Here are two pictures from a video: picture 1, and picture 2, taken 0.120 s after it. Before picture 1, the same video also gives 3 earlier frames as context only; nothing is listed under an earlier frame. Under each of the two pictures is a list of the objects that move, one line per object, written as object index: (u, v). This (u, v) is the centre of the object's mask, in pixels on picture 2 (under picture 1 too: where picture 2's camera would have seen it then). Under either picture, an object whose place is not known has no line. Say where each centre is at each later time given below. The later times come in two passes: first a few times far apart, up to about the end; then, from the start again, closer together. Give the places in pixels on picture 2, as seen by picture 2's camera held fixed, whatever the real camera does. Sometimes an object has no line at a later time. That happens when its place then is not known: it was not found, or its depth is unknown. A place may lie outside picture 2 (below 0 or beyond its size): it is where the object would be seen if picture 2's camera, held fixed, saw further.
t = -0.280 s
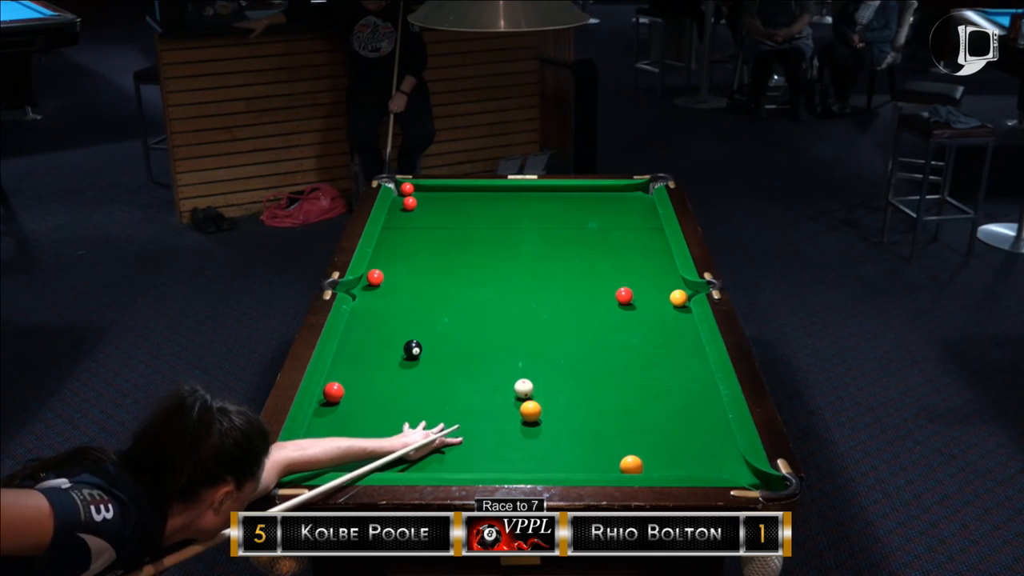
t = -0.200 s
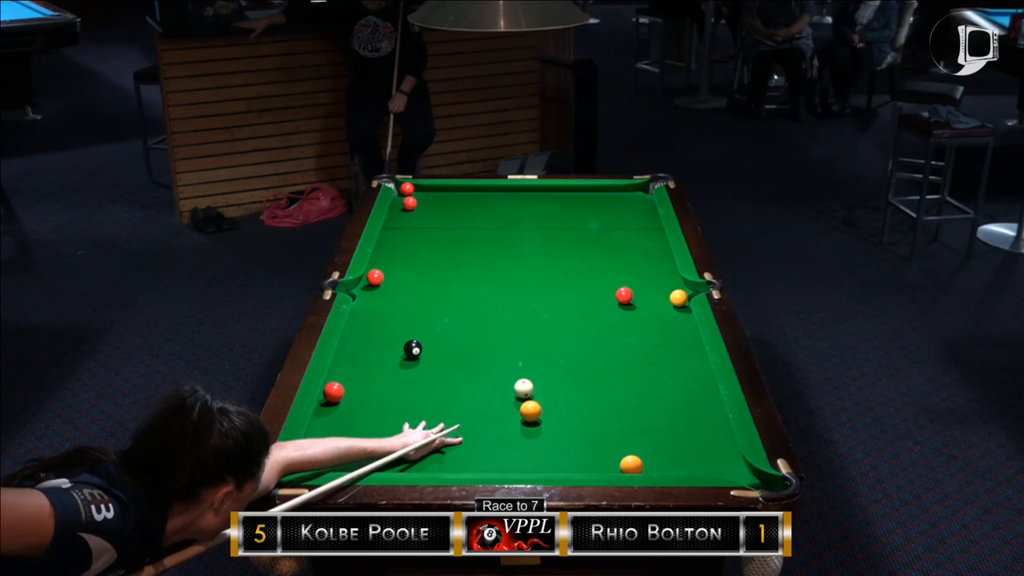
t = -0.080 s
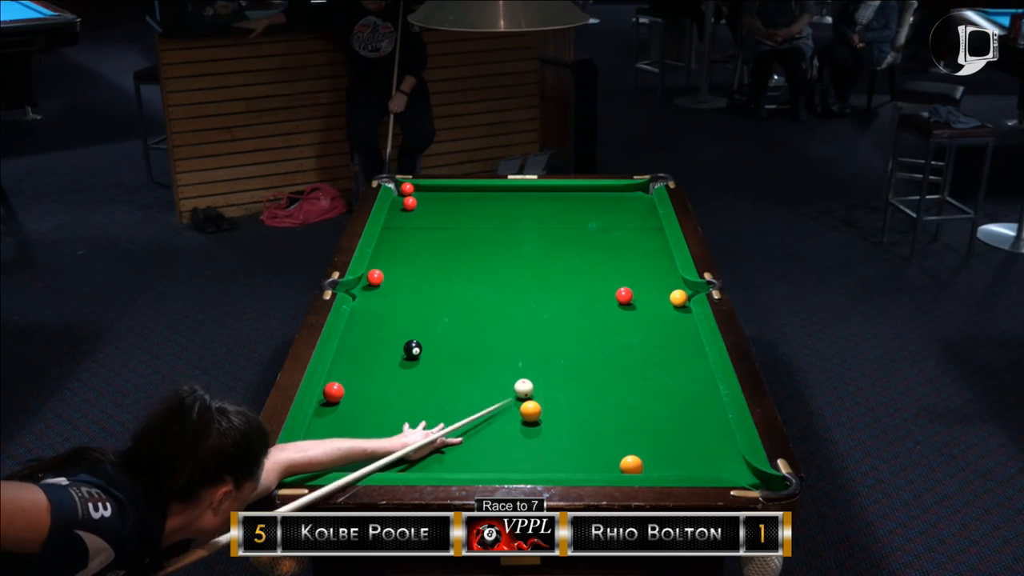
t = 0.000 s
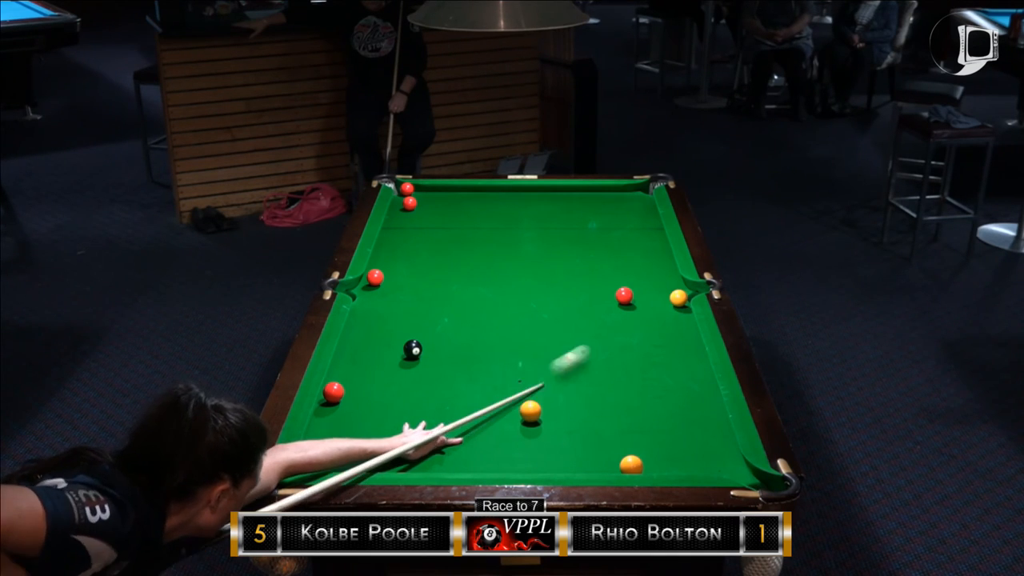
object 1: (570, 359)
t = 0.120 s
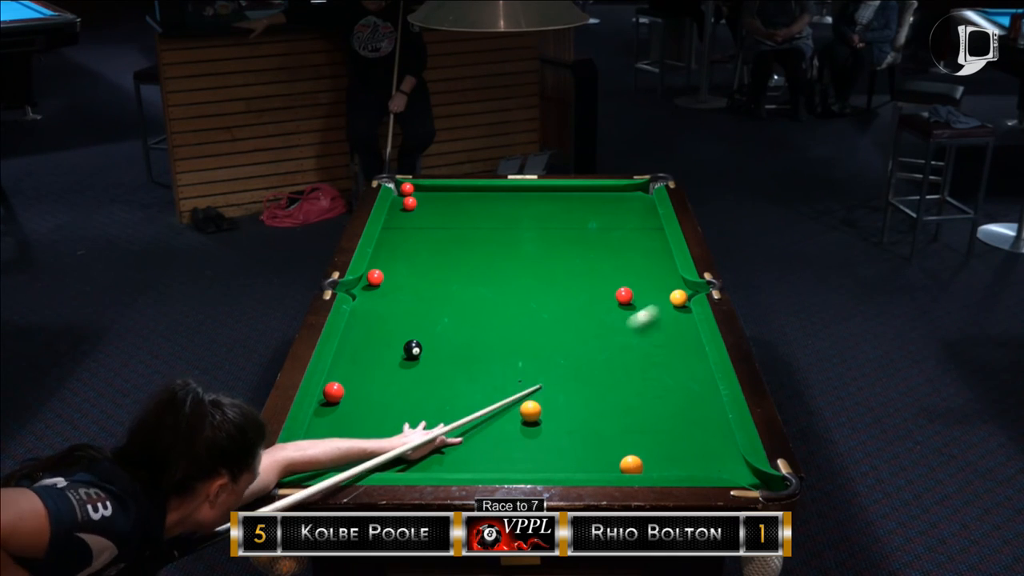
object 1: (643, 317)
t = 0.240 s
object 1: (662, 304)
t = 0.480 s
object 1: (638, 310)
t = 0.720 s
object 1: (616, 316)
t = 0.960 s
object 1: (595, 322)
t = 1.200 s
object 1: (576, 327)
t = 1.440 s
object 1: (558, 332)
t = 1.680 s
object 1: (541, 337)
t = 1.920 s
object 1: (526, 341)
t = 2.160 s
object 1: (513, 344)
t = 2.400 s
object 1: (502, 347)
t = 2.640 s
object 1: (492, 350)
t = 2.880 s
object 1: (485, 352)
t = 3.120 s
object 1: (479, 354)
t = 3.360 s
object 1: (475, 355)
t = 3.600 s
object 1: (473, 355)
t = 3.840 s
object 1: (472, 355)
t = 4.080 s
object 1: (472, 355)
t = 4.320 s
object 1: (472, 355)
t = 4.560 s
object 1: (472, 355)
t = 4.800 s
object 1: (472, 356)
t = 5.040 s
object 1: (472, 356)
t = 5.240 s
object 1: (472, 356)
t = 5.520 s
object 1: (472, 356)
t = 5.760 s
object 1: (472, 356)
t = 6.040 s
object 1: (472, 356)
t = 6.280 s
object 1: (472, 356)
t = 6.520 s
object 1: (472, 356)
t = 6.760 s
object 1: (472, 356)
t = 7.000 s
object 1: (472, 356)
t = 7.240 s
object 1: (472, 356)
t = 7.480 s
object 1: (472, 356)
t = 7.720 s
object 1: (472, 355)
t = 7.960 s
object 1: (472, 356)
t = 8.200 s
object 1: (472, 356)
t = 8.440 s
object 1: (472, 356)
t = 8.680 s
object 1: (472, 356)
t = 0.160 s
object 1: (661, 307)
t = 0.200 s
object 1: (665, 303)
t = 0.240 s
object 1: (662, 304)
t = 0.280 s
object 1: (658, 305)
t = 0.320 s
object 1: (654, 306)
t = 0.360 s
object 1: (650, 307)
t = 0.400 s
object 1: (646, 308)
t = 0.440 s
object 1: (642, 309)
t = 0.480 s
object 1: (638, 310)
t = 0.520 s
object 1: (635, 311)
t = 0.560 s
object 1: (631, 313)
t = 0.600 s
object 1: (627, 314)
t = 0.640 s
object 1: (623, 315)
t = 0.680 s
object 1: (620, 316)
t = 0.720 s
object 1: (616, 316)
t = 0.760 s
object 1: (612, 317)
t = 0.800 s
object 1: (609, 318)
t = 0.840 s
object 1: (605, 319)
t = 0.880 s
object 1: (602, 320)
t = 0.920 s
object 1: (599, 321)
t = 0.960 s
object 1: (595, 322)
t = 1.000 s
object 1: (592, 323)
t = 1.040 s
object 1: (589, 324)
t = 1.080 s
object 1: (585, 325)
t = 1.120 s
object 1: (582, 326)
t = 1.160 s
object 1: (579, 326)
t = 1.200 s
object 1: (576, 327)
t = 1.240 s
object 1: (573, 328)
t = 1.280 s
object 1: (570, 329)
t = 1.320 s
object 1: (567, 330)
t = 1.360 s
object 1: (564, 331)
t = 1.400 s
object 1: (561, 331)
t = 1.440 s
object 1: (558, 332)
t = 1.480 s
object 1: (555, 333)
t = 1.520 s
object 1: (552, 334)
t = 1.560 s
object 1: (549, 334)
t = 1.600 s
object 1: (547, 335)
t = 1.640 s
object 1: (544, 336)
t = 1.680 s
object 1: (541, 337)
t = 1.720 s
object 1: (539, 337)
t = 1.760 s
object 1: (536, 338)
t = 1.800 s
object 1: (534, 339)
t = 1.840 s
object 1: (531, 339)
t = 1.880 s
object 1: (529, 340)
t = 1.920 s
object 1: (526, 341)
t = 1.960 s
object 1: (524, 341)
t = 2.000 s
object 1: (522, 342)
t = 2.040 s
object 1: (520, 343)
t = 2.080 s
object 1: (517, 343)
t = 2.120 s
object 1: (515, 344)
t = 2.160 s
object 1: (513, 344)
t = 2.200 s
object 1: (511, 345)
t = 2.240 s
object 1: (509, 345)
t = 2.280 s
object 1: (507, 346)
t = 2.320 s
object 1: (505, 346)
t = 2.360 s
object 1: (504, 347)
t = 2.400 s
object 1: (502, 347)
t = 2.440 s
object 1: (500, 348)
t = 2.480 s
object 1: (498, 348)
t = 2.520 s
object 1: (497, 349)
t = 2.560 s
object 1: (495, 349)
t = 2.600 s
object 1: (494, 350)
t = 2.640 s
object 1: (492, 350)
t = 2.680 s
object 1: (491, 351)
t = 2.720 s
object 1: (489, 351)
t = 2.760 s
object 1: (488, 351)
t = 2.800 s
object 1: (487, 352)
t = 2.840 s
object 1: (486, 352)
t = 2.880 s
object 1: (485, 352)
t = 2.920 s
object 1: (483, 352)
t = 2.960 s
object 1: (482, 353)
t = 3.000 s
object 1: (481, 353)
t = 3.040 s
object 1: (481, 353)
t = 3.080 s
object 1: (480, 354)
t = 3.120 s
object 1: (479, 354)
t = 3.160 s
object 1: (478, 354)
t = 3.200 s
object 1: (477, 354)
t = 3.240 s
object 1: (477, 354)
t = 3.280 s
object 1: (476, 355)
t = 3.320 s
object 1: (476, 355)
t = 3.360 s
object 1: (475, 355)
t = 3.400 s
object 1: (474, 355)
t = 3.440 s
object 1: (474, 355)
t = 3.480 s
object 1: (474, 355)
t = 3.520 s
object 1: (473, 355)
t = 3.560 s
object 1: (473, 355)
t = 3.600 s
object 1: (473, 355)
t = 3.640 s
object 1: (473, 355)
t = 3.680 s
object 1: (473, 355)
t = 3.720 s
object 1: (473, 355)
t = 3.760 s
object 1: (472, 355)
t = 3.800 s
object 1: (472, 355)
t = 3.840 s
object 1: (472, 355)
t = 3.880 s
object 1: (472, 355)
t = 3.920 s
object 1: (472, 355)
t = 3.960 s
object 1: (472, 355)
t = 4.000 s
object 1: (472, 355)
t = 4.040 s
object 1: (472, 355)
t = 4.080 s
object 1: (472, 355)
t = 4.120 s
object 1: (472, 355)
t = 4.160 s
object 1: (472, 355)
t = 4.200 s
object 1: (472, 355)
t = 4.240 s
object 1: (472, 355)
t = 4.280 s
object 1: (472, 355)
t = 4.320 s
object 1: (472, 355)
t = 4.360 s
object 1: (472, 355)
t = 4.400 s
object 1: (472, 355)
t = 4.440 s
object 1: (472, 355)
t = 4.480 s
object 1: (472, 355)
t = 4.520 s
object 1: (472, 355)
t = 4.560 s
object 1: (472, 355)
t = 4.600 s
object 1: (472, 356)
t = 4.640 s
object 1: (472, 355)
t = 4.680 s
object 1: (472, 356)
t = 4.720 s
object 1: (472, 356)
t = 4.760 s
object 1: (472, 356)
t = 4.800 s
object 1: (472, 356)
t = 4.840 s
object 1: (472, 356)
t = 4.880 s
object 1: (472, 356)
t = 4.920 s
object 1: (472, 356)
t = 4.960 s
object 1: (472, 356)
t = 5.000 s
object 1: (472, 356)
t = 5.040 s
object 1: (472, 356)
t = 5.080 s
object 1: (472, 356)
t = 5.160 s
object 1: (472, 356)
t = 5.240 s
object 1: (472, 356)
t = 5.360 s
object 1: (472, 356)
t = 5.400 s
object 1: (472, 356)
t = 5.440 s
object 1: (472, 356)
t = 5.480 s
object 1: (472, 356)
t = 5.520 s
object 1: (472, 356)
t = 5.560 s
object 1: (472, 356)
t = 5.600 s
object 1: (472, 356)
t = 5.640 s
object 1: (472, 356)
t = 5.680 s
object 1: (472, 356)
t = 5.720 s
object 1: (472, 356)
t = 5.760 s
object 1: (472, 356)
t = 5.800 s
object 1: (472, 356)
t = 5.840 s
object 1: (472, 356)
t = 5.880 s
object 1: (472, 356)
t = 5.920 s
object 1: (472, 356)
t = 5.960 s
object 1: (472, 356)
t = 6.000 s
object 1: (472, 356)
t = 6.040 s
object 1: (472, 356)
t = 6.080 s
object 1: (472, 356)
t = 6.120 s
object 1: (472, 356)
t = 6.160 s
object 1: (472, 356)
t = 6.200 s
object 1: (472, 356)
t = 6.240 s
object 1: (472, 356)
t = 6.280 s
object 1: (472, 356)
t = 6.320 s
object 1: (472, 356)
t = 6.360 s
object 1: (472, 356)
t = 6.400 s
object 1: (472, 356)
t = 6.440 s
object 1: (472, 356)
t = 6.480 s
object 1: (472, 356)
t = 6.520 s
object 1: (472, 356)
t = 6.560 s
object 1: (472, 356)
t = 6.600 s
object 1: (472, 356)
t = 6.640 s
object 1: (472, 356)
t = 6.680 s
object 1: (472, 356)
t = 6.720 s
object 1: (472, 356)
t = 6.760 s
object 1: (472, 356)
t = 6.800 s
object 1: (472, 356)
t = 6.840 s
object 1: (472, 356)
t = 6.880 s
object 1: (472, 356)
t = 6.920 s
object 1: (472, 356)
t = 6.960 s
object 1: (472, 356)
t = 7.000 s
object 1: (472, 356)
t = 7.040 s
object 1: (472, 356)
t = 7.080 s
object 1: (472, 356)
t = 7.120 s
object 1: (472, 355)
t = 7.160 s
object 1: (472, 356)
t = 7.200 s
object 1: (472, 356)
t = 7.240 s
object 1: (472, 356)
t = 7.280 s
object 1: (472, 355)
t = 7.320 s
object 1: (472, 356)
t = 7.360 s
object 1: (472, 356)
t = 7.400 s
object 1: (472, 356)
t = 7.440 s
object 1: (472, 355)
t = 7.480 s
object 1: (472, 356)
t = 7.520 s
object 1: (473, 355)
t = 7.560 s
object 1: (472, 356)
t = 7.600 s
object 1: (472, 356)
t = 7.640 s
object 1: (472, 356)
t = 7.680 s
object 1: (472, 356)
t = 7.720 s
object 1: (472, 355)
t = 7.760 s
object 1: (472, 356)
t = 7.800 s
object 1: (472, 356)
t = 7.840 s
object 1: (472, 356)
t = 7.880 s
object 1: (472, 356)
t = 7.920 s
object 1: (472, 356)
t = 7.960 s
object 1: (472, 356)
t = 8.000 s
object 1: (472, 356)
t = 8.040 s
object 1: (472, 356)
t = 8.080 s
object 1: (472, 356)
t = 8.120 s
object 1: (472, 356)
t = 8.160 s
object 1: (472, 356)
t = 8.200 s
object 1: (472, 356)
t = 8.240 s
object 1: (472, 356)
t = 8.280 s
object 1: (472, 356)
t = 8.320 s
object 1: (472, 356)
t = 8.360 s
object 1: (472, 356)
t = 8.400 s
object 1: (472, 356)
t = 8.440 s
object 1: (472, 356)
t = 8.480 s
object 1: (472, 356)
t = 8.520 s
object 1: (472, 356)
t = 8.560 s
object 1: (472, 356)
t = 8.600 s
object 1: (472, 356)
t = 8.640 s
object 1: (472, 356)
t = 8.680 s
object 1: (472, 356)
